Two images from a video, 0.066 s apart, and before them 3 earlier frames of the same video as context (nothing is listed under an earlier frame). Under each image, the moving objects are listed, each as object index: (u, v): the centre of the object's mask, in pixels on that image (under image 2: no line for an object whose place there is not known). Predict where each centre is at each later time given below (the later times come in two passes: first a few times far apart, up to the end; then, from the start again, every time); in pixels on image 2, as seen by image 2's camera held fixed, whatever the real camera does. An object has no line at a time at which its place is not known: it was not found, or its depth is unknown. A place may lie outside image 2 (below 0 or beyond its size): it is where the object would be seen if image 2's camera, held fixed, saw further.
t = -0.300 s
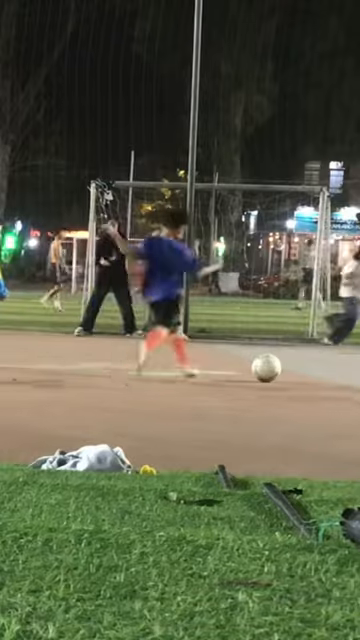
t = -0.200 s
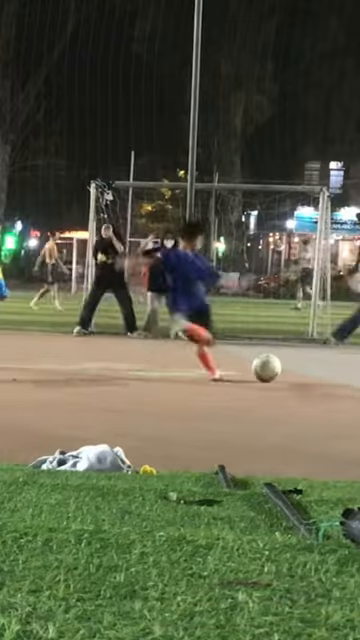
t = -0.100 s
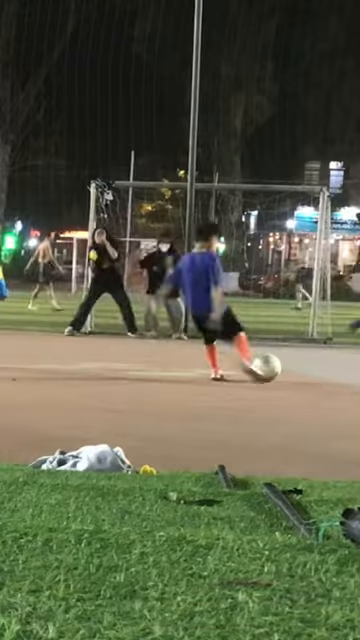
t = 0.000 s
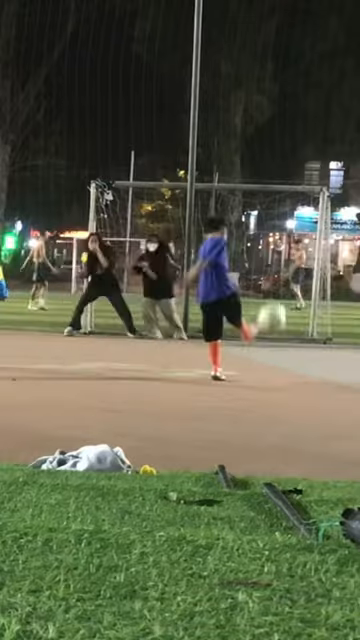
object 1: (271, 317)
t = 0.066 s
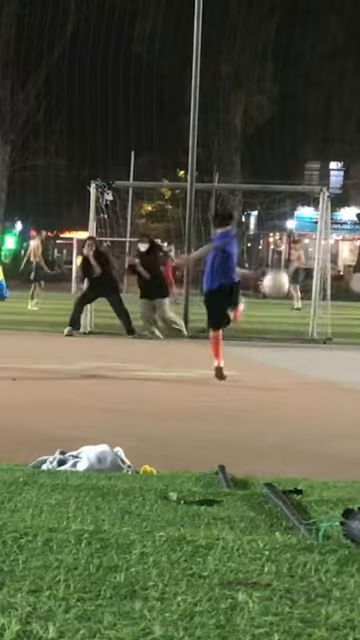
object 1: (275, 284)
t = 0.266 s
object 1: (282, 224)
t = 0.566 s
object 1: (283, 215)
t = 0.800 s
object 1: (281, 240)
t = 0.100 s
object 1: (277, 270)
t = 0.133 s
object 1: (278, 258)
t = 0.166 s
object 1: (280, 247)
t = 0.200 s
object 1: (281, 238)
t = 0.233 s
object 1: (280, 231)
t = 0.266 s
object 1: (282, 224)
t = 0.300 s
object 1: (283, 220)
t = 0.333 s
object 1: (283, 216)
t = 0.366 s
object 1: (283, 214)
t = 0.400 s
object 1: (283, 212)
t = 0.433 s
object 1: (284, 211)
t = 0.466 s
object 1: (284, 211)
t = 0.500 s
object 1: (284, 211)
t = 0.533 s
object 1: (283, 213)
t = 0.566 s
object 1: (283, 215)
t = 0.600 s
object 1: (283, 218)
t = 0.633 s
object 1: (283, 223)
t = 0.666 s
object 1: (281, 226)
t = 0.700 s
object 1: (280, 232)
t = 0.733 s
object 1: (281, 235)
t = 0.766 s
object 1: (280, 240)
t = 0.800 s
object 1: (281, 240)
